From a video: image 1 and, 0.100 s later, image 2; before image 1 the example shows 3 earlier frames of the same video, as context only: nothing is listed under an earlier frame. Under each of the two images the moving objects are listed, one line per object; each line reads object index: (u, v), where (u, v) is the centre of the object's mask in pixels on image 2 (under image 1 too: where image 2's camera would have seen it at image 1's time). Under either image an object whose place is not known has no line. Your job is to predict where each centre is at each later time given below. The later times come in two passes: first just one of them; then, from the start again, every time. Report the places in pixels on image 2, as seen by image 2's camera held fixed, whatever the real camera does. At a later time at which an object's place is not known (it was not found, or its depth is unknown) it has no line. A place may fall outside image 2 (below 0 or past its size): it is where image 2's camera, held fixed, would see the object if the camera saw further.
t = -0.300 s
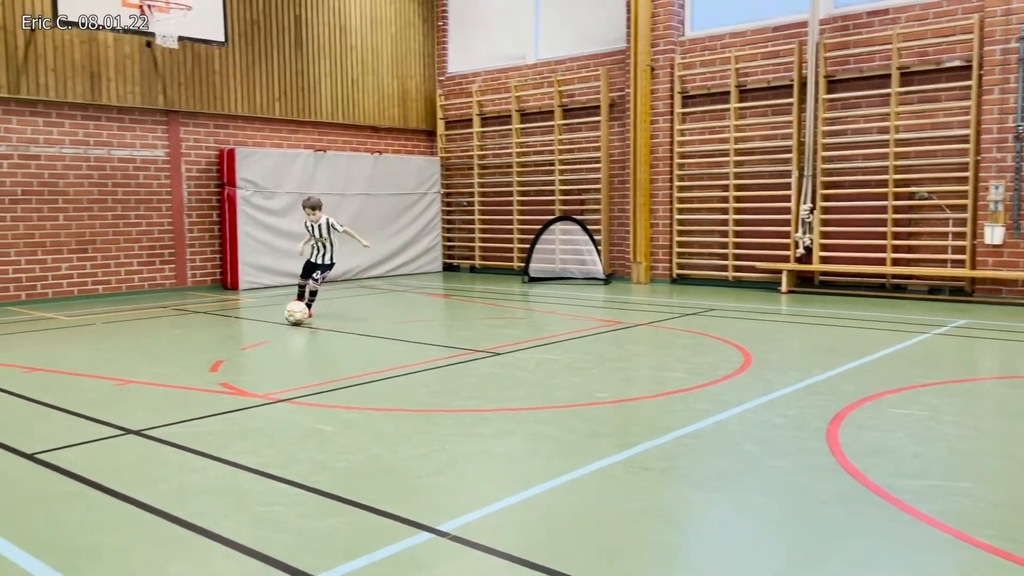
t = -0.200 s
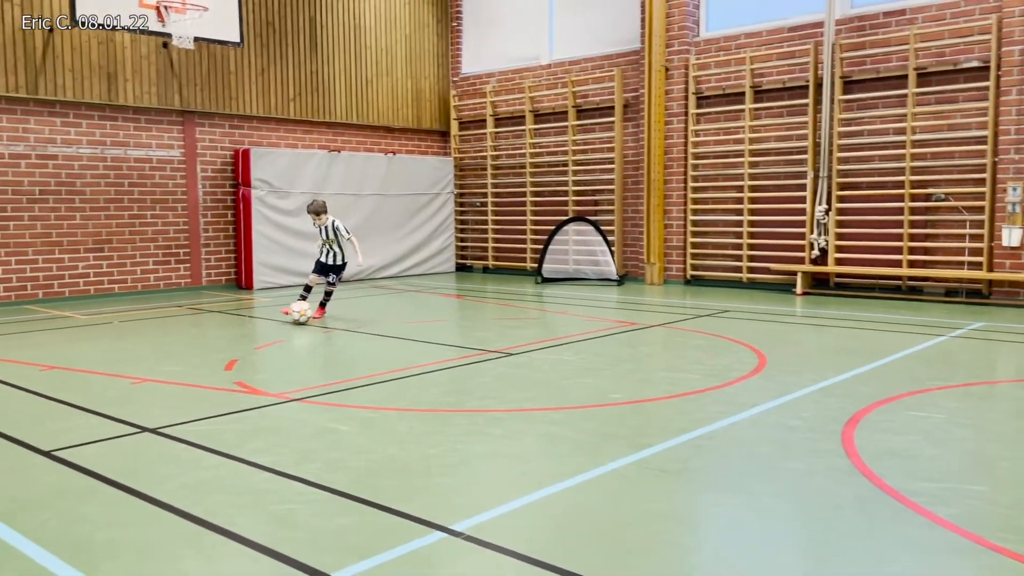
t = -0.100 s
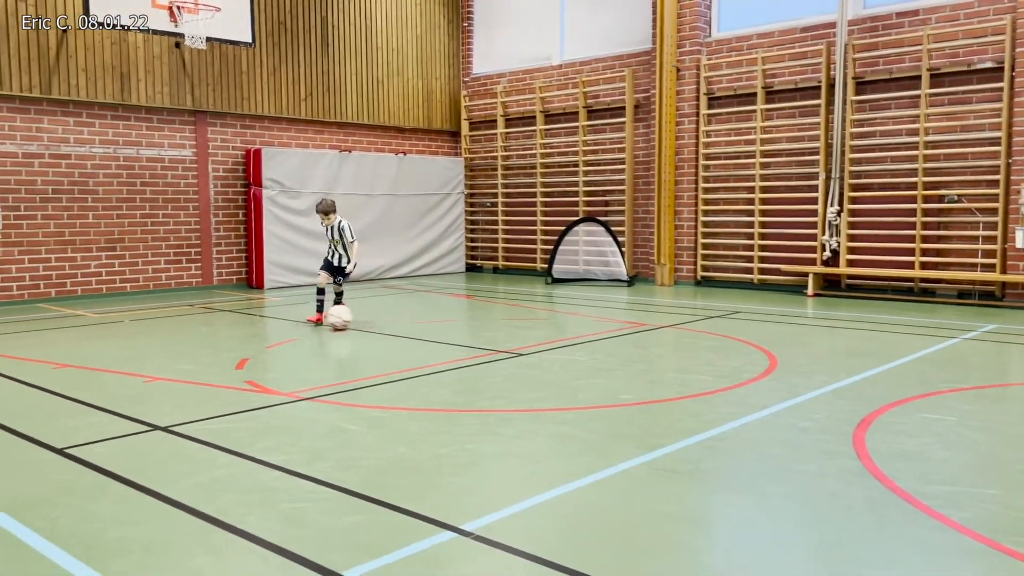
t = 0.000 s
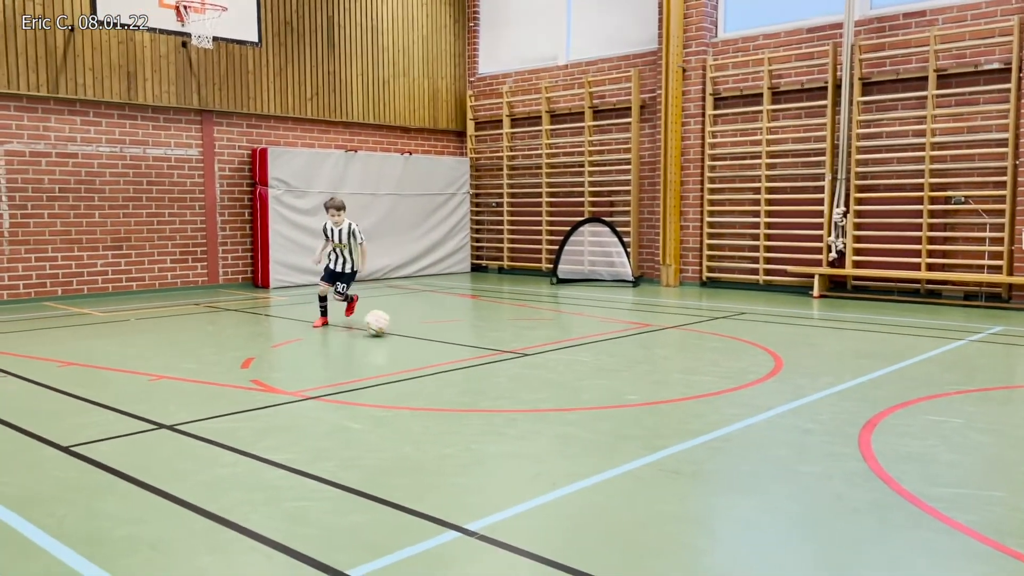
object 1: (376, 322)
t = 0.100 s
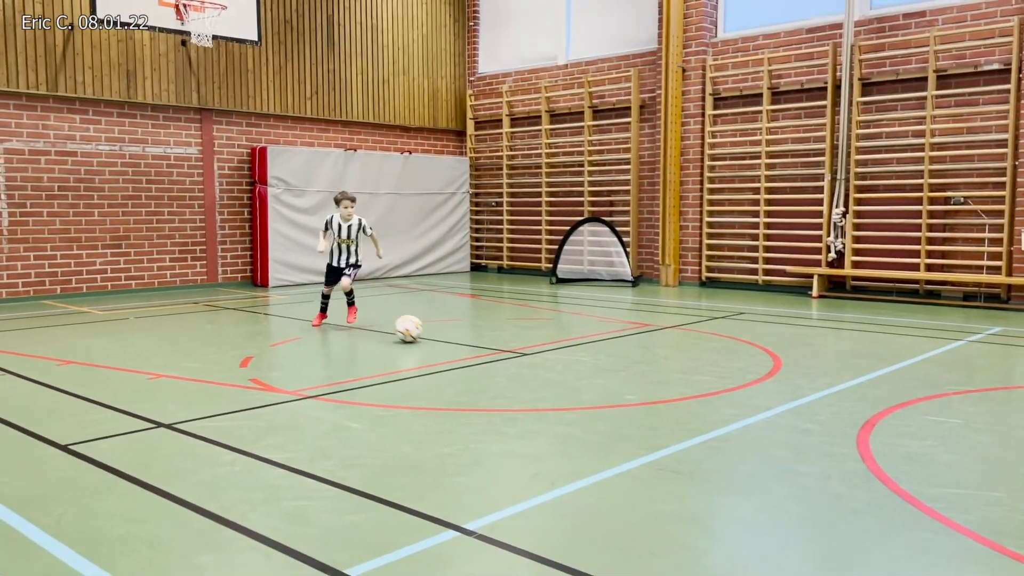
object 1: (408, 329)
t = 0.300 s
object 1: (470, 340)
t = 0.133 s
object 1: (419, 330)
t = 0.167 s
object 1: (429, 333)
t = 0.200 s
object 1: (439, 334)
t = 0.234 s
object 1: (449, 337)
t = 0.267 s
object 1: (460, 338)
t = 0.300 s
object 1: (470, 340)
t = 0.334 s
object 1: (481, 342)
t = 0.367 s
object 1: (491, 344)
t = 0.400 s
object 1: (502, 346)
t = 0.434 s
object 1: (514, 349)
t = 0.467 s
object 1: (526, 351)
